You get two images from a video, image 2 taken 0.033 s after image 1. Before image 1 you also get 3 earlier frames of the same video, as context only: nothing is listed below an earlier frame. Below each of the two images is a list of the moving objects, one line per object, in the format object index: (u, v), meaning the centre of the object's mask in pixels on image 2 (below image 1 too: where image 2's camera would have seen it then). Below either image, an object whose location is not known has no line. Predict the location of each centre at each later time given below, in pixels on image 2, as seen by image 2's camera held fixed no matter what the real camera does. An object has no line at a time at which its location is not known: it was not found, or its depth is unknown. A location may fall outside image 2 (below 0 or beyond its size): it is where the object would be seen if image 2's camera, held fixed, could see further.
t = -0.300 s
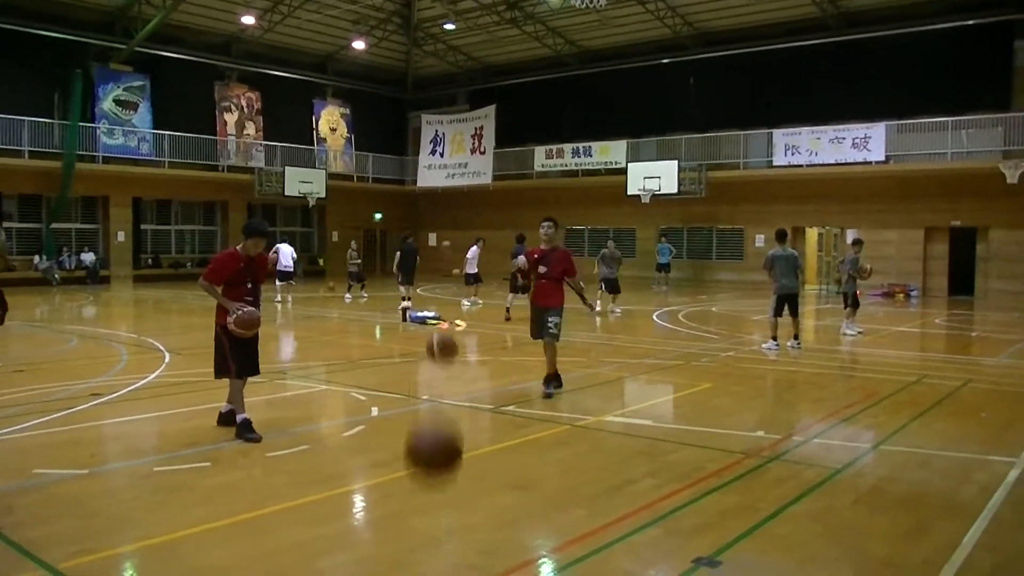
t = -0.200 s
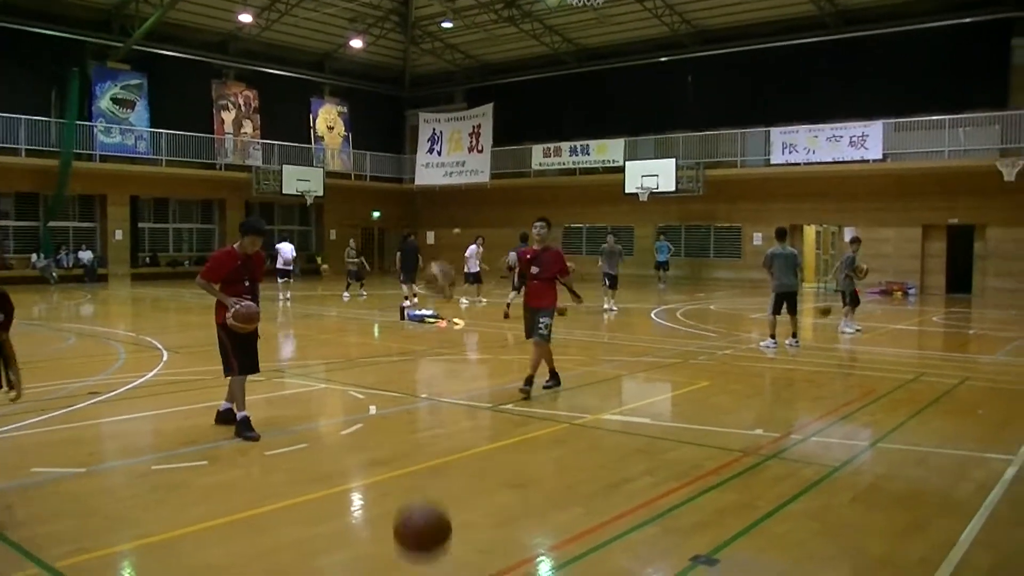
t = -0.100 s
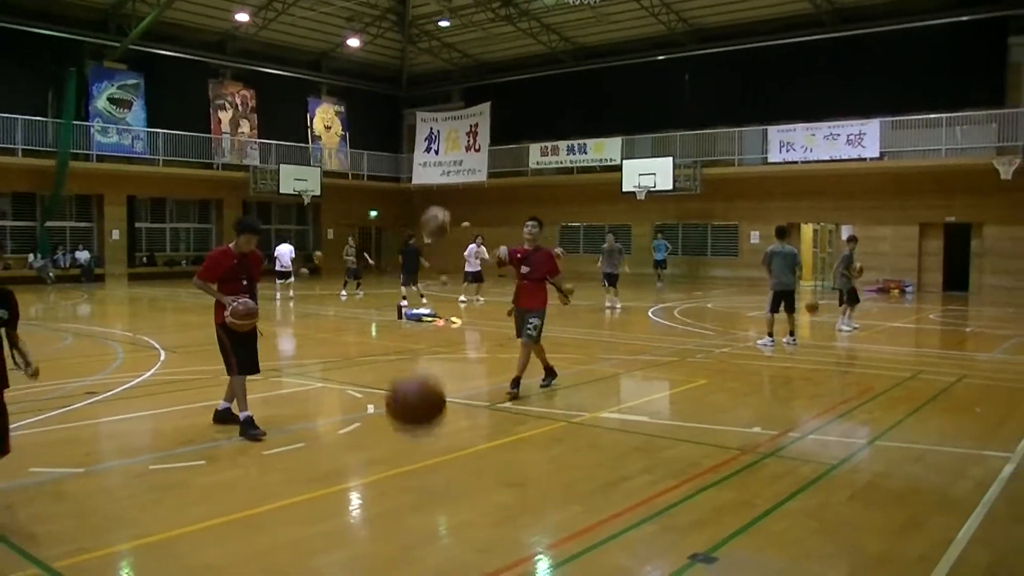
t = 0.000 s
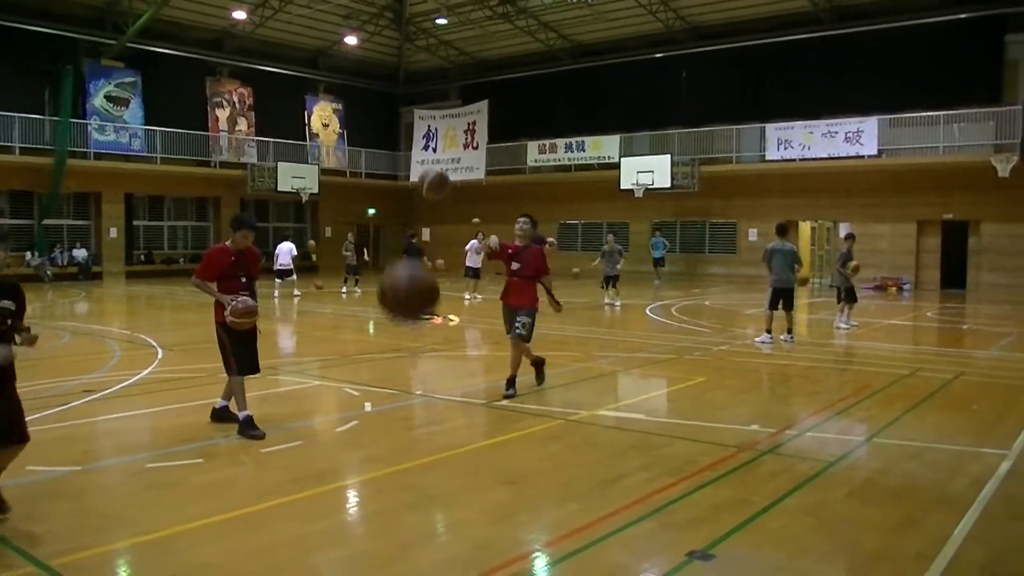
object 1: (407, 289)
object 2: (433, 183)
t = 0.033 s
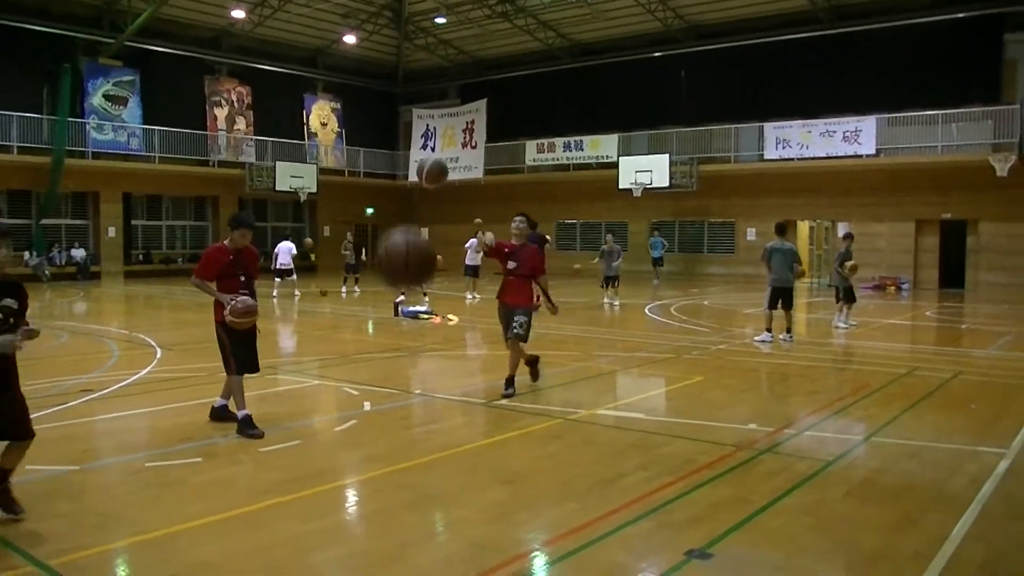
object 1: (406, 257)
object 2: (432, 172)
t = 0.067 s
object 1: (405, 224)
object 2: (432, 163)
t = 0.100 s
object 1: (402, 198)
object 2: (432, 155)
